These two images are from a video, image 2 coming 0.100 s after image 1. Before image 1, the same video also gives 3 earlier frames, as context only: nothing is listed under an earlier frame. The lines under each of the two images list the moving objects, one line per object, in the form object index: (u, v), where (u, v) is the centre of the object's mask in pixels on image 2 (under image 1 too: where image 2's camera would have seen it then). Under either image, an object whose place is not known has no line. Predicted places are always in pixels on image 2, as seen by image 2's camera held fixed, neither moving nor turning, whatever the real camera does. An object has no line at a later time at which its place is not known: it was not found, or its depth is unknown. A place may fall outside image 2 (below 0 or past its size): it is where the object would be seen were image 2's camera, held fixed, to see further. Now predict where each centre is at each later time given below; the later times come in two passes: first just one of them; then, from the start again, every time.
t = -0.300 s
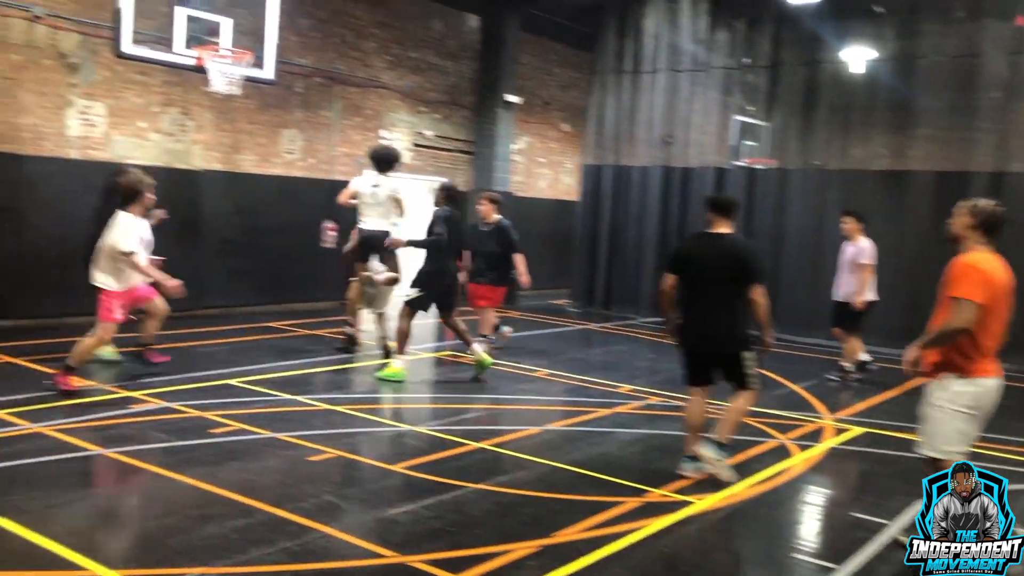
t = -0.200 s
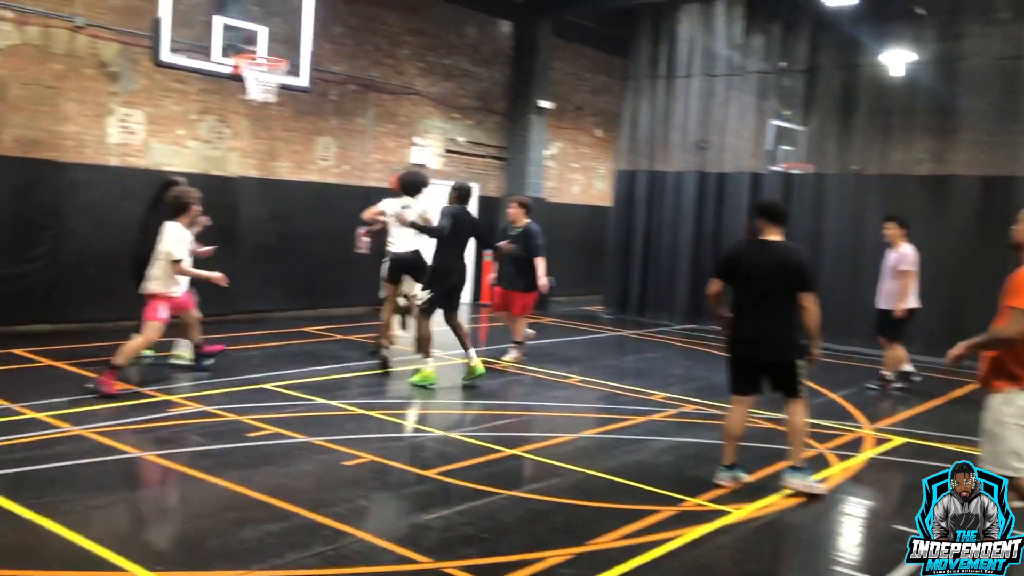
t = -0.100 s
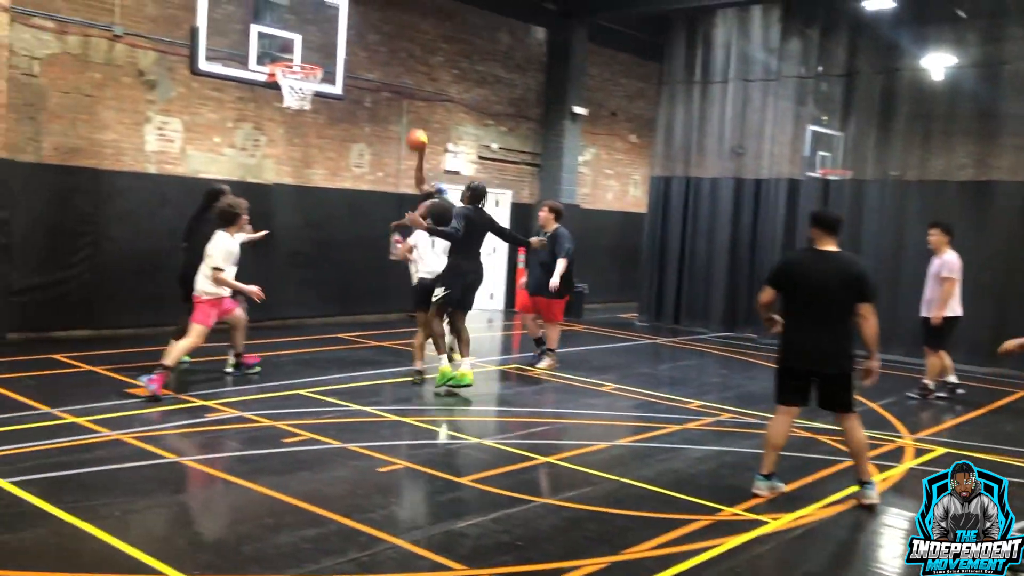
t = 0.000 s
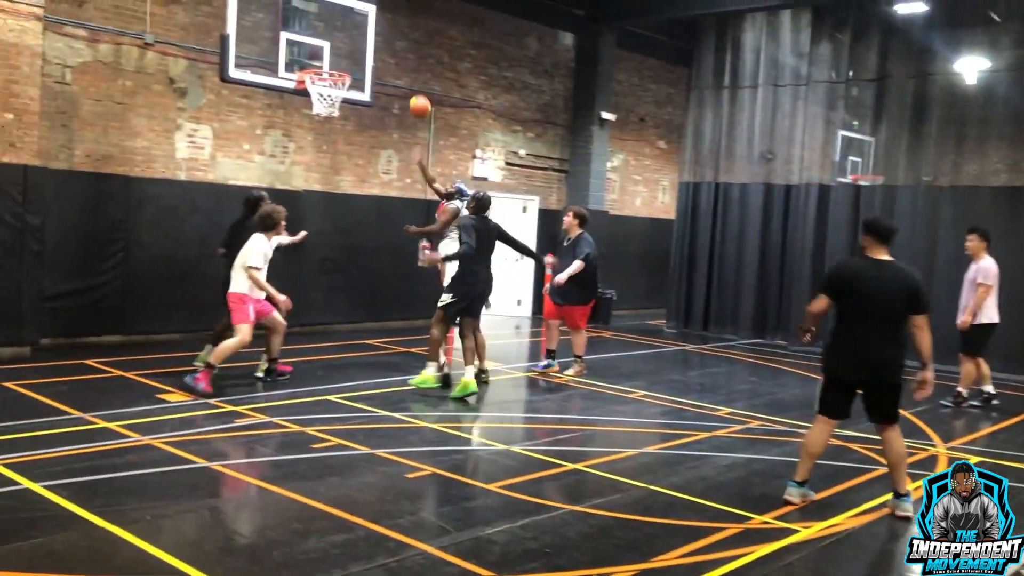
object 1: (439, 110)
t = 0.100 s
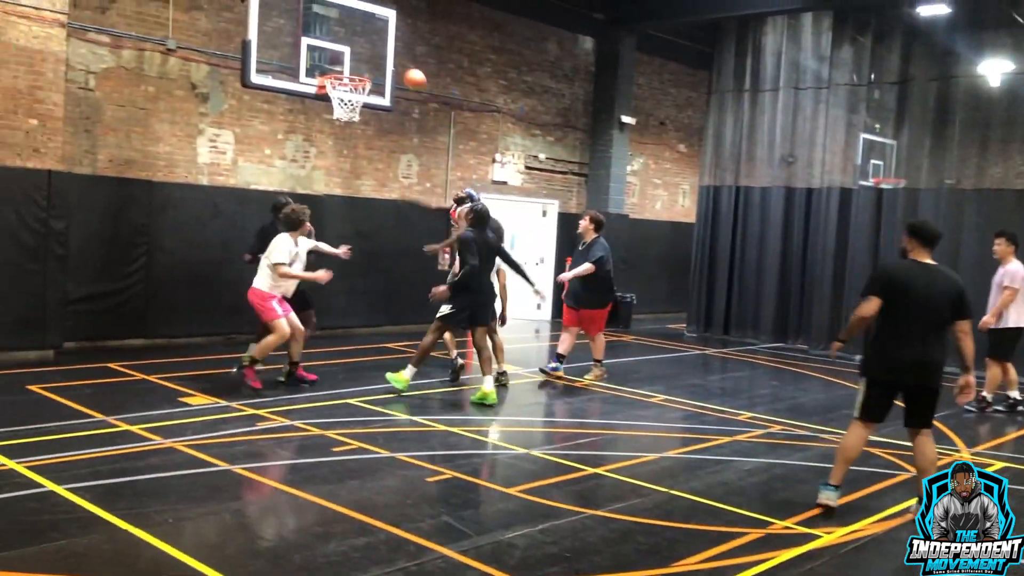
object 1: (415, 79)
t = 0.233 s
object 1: (380, 50)
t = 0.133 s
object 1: (406, 70)
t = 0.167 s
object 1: (399, 63)
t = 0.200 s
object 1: (389, 57)
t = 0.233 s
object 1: (380, 50)
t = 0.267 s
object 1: (373, 46)
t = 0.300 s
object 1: (365, 43)
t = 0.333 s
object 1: (364, 42)
